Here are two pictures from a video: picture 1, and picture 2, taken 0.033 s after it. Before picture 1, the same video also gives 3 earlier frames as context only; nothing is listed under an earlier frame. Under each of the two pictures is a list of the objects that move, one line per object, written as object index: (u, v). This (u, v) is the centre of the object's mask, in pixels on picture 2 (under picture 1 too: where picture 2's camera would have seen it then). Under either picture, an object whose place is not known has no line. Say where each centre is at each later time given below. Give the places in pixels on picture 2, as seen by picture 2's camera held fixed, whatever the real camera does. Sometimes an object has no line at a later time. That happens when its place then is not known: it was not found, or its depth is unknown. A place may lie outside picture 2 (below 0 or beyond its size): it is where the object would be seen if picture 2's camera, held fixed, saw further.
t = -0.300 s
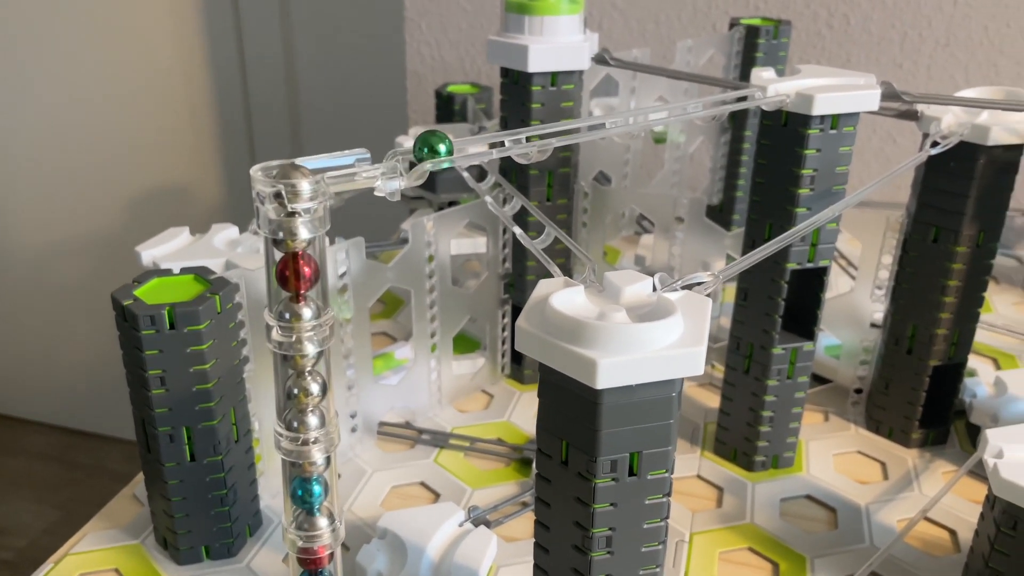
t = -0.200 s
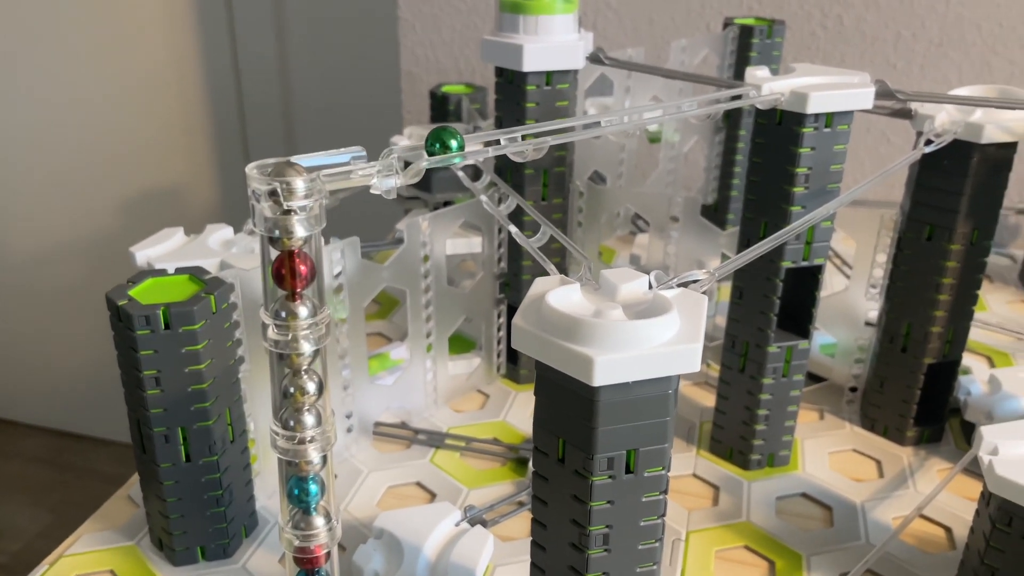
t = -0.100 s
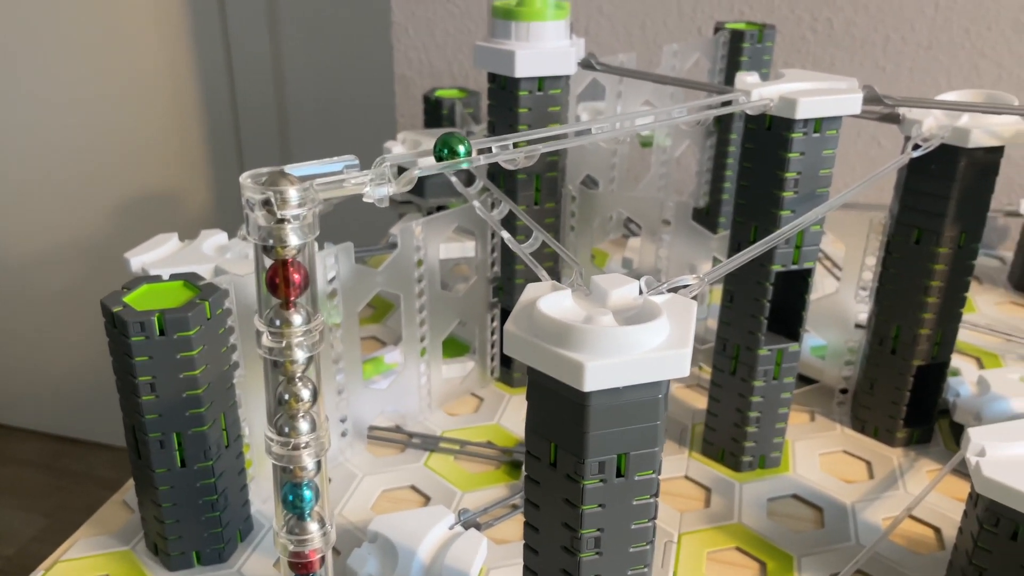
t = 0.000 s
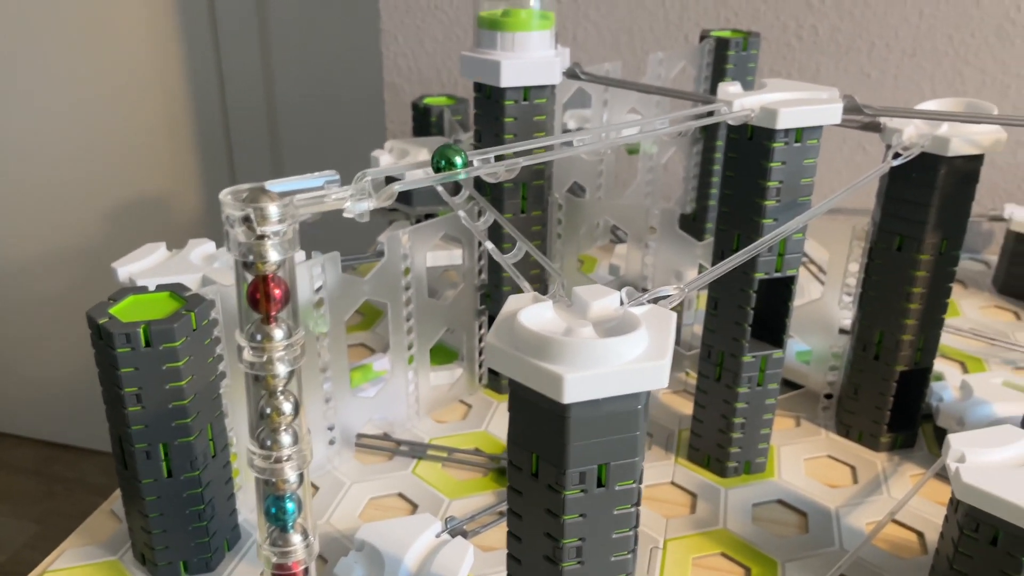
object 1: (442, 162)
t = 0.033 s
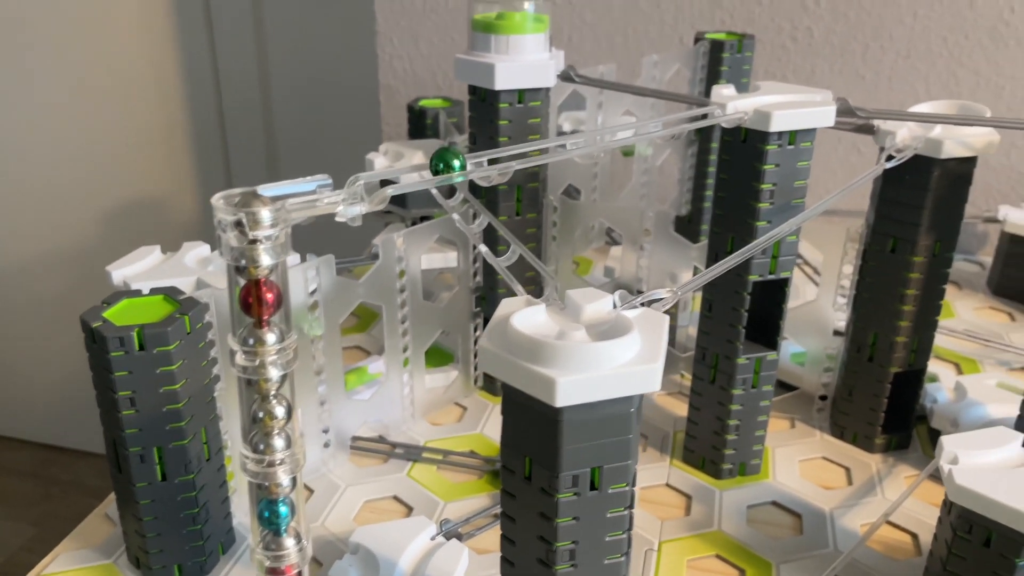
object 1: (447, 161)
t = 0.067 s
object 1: (451, 161)
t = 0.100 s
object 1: (456, 160)
